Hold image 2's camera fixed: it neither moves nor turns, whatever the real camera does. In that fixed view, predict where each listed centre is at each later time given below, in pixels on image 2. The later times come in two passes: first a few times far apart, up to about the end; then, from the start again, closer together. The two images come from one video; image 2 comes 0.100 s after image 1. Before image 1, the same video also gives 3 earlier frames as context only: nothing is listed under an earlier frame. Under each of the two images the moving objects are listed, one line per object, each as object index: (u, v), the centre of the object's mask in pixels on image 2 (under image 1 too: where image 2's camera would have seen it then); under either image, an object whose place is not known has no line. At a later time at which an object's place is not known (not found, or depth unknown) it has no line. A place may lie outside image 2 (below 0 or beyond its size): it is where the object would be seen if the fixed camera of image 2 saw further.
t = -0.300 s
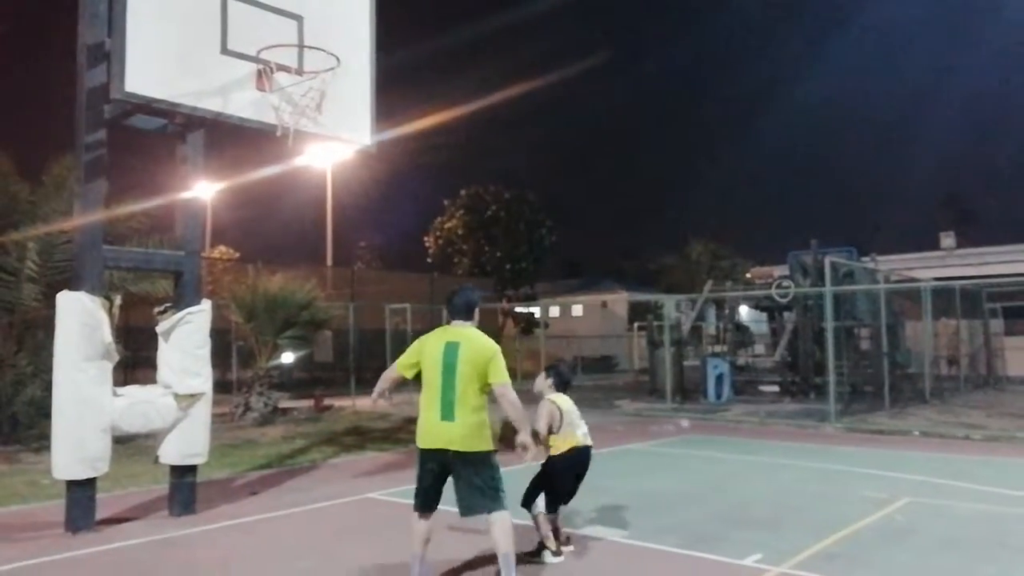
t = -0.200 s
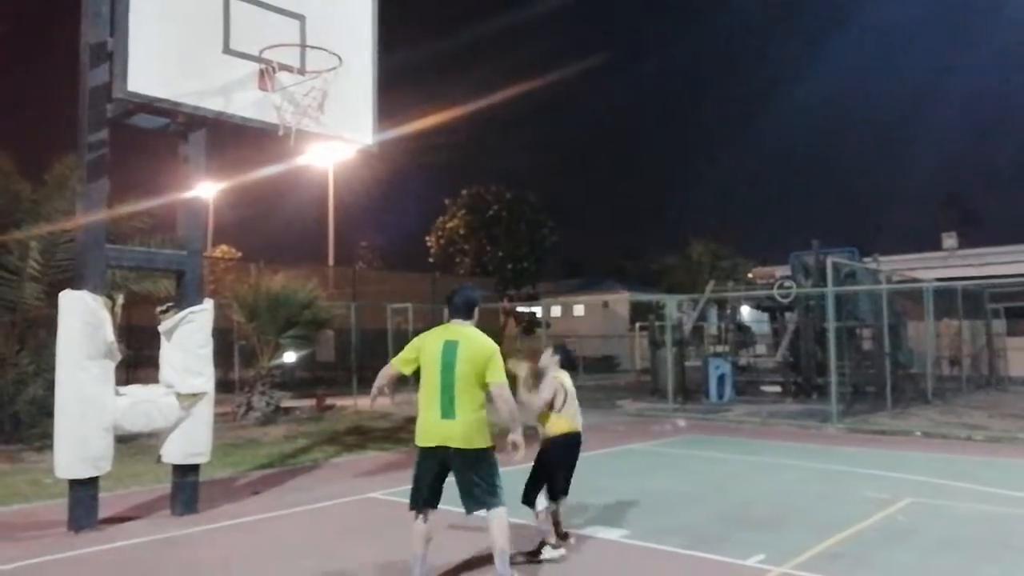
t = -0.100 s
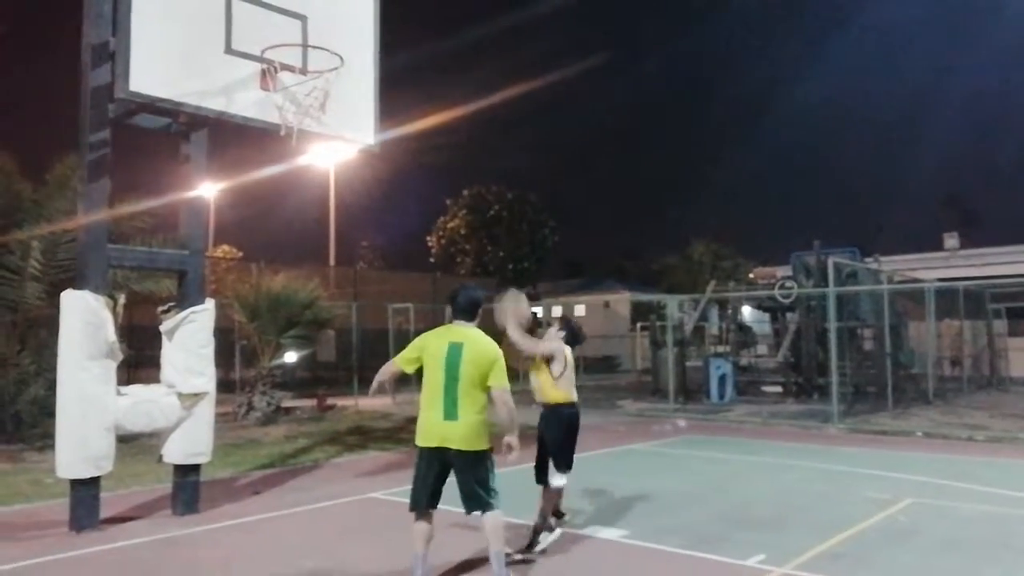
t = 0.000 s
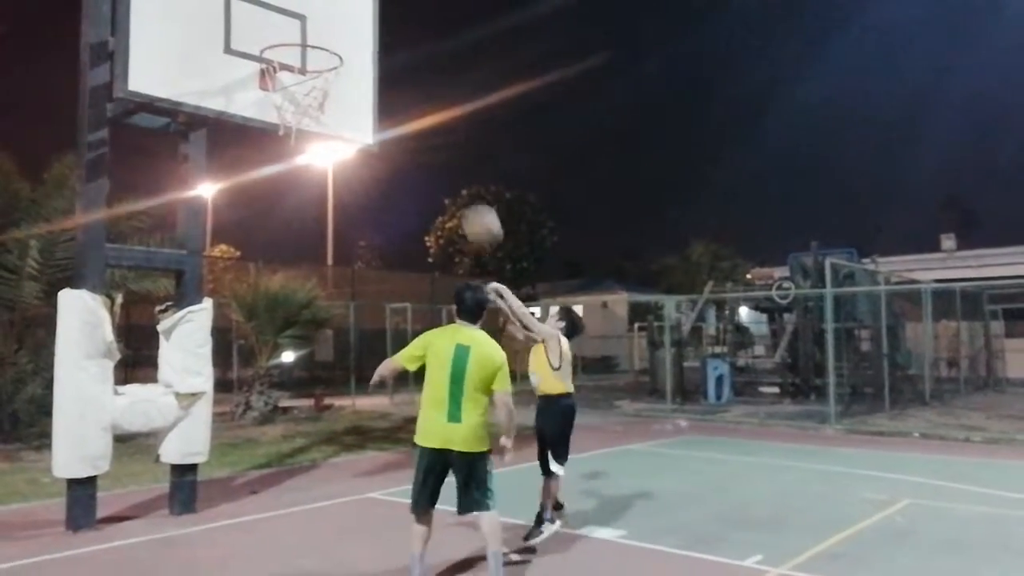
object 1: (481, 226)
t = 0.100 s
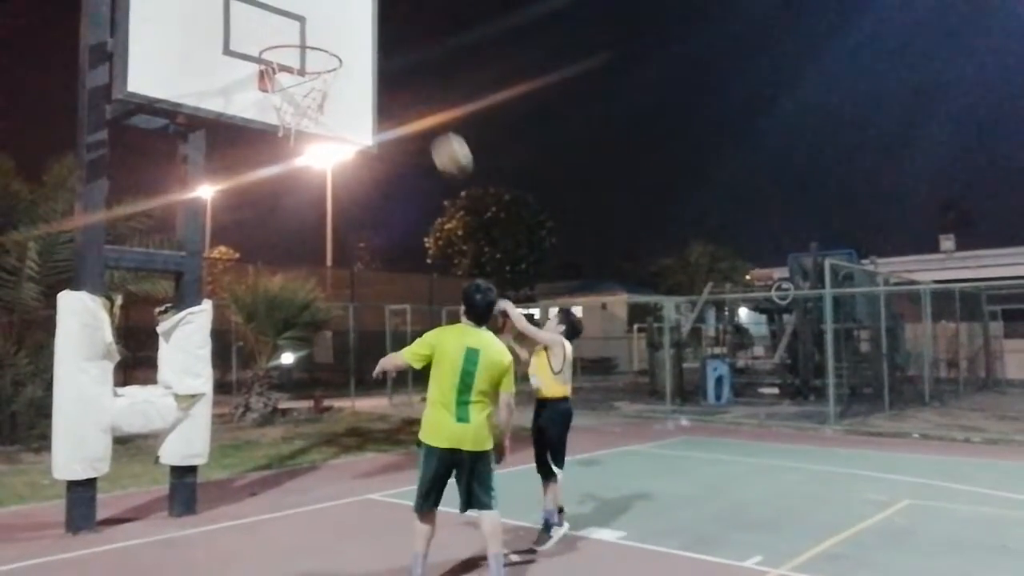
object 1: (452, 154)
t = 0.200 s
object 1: (422, 96)
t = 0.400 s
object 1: (364, 22)
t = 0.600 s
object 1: (326, 7)
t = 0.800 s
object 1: (331, 35)
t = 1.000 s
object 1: (308, 33)
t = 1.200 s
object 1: (283, 17)
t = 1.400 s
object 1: (266, 29)
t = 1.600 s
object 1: (269, 29)
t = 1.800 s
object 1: (282, 35)
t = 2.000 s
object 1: (302, 76)
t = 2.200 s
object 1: (314, 127)
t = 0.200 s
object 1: (422, 96)
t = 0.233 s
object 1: (412, 80)
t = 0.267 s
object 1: (402, 65)
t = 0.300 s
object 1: (395, 53)
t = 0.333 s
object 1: (386, 42)
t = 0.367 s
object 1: (375, 31)
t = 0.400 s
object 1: (364, 22)
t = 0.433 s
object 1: (354, 15)
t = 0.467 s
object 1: (345, 11)
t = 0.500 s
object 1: (336, 9)
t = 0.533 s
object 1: (325, 8)
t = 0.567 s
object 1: (323, 7)
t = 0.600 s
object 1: (326, 7)
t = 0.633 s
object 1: (327, 9)
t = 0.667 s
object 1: (326, 9)
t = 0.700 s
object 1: (327, 11)
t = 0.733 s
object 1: (329, 19)
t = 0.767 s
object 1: (330, 27)
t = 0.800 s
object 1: (331, 35)
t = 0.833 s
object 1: (332, 47)
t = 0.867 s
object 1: (328, 41)
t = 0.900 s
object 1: (322, 36)
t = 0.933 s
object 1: (318, 33)
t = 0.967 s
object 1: (313, 32)
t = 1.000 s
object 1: (308, 33)
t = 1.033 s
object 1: (303, 34)
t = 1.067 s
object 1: (299, 29)
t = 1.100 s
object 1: (295, 24)
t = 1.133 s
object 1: (292, 21)
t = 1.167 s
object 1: (288, 18)
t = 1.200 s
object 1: (283, 17)
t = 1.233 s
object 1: (280, 19)
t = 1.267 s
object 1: (277, 23)
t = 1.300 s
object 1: (273, 26)
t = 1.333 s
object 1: (268, 34)
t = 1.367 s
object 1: (266, 36)
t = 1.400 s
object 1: (266, 29)
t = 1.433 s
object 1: (267, 26)
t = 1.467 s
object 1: (267, 23)
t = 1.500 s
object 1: (268, 22)
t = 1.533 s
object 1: (267, 23)
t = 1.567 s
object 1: (268, 24)
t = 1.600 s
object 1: (269, 29)
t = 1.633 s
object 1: (268, 35)
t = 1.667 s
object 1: (268, 41)
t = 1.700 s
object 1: (272, 37)
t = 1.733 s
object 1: (275, 36)
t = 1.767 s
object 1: (279, 35)
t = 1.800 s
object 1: (282, 35)
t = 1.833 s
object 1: (285, 37)
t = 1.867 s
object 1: (289, 42)
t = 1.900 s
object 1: (292, 50)
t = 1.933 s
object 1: (296, 56)
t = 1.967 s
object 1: (299, 66)
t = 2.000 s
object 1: (302, 76)
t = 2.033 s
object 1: (307, 92)
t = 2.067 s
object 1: (310, 104)
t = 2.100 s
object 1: (312, 110)
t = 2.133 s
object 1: (312, 116)
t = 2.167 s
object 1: (315, 120)
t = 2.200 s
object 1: (314, 127)
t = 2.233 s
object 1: (316, 142)
